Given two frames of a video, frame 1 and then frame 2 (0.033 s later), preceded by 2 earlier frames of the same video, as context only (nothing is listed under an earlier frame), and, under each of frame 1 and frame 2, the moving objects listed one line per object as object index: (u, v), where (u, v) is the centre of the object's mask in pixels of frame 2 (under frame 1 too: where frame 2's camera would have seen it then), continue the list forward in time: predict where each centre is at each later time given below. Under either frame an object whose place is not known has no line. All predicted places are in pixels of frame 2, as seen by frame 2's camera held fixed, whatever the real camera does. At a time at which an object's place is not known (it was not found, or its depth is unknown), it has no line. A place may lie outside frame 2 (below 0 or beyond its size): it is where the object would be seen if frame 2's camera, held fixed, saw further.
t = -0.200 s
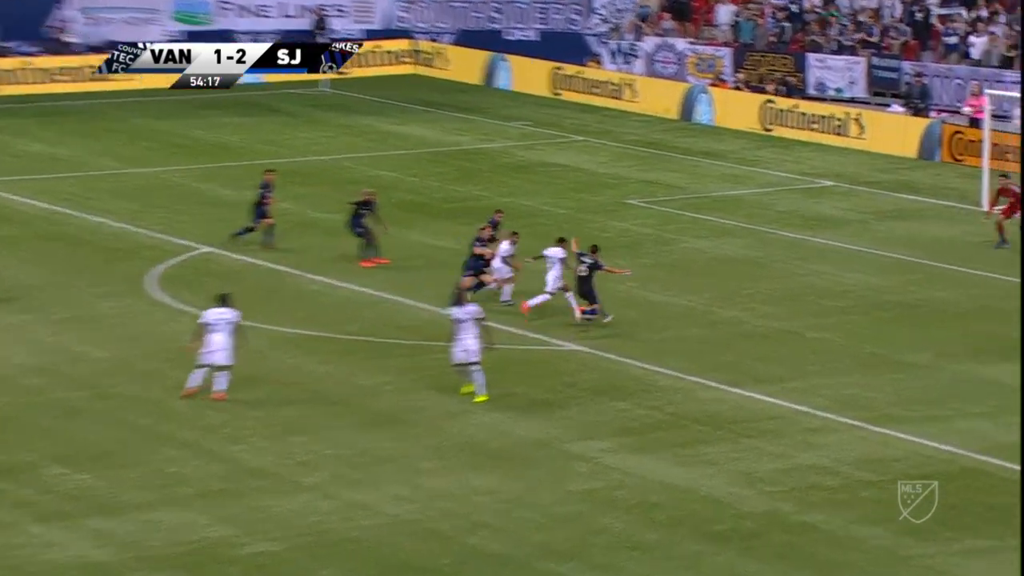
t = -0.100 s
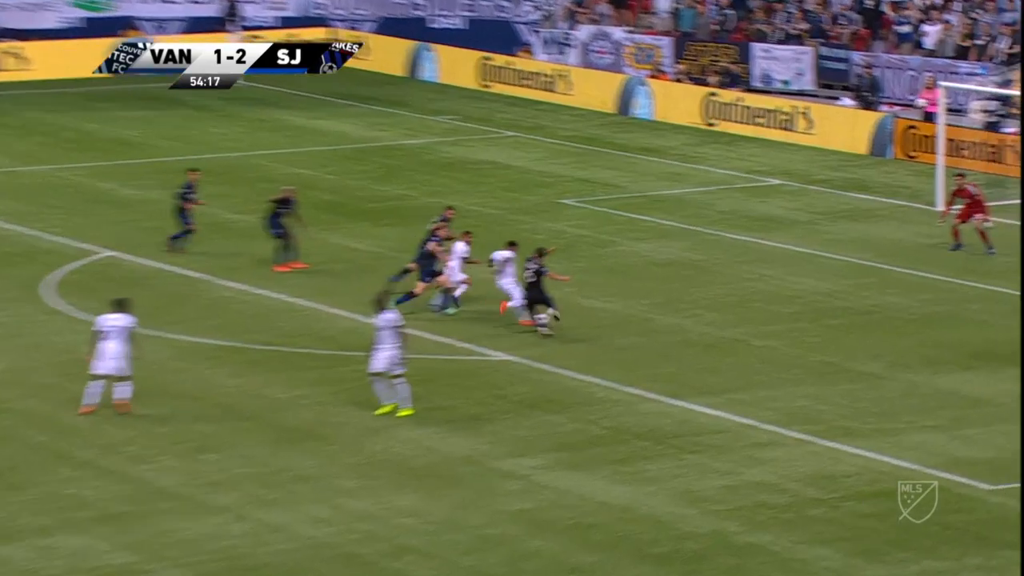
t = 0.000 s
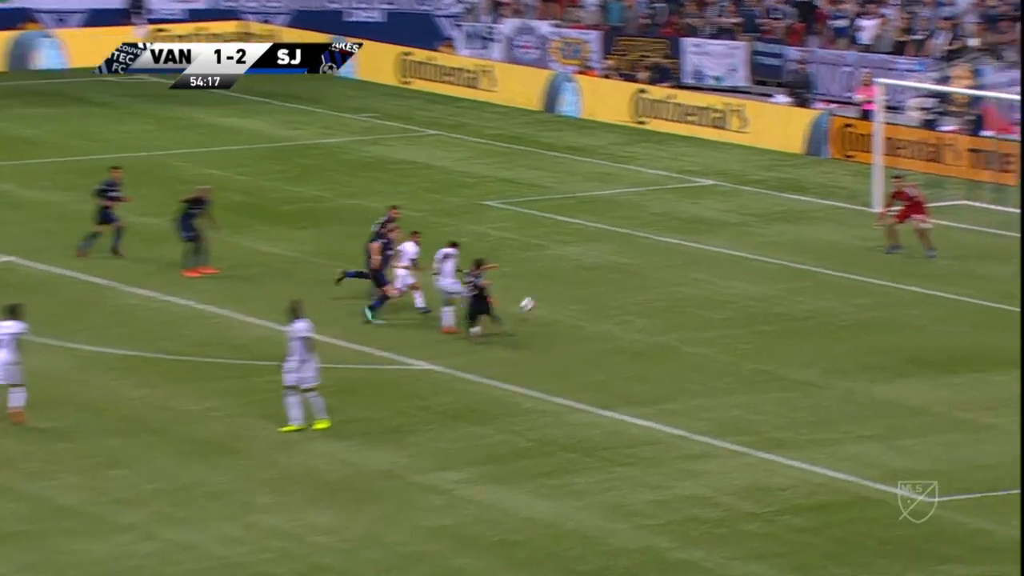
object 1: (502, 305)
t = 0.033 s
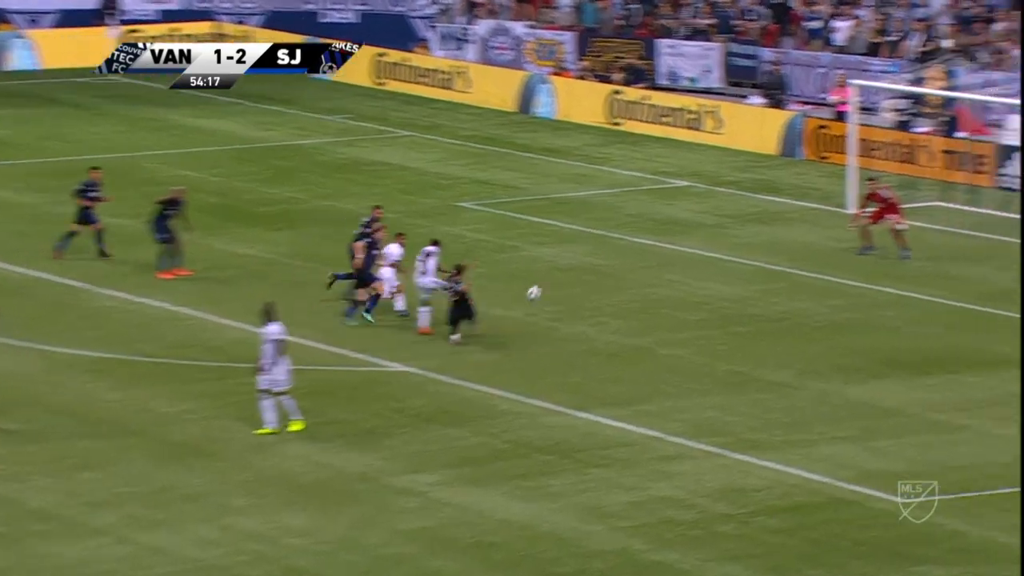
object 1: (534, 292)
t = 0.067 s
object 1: (563, 279)
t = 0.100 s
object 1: (593, 268)
